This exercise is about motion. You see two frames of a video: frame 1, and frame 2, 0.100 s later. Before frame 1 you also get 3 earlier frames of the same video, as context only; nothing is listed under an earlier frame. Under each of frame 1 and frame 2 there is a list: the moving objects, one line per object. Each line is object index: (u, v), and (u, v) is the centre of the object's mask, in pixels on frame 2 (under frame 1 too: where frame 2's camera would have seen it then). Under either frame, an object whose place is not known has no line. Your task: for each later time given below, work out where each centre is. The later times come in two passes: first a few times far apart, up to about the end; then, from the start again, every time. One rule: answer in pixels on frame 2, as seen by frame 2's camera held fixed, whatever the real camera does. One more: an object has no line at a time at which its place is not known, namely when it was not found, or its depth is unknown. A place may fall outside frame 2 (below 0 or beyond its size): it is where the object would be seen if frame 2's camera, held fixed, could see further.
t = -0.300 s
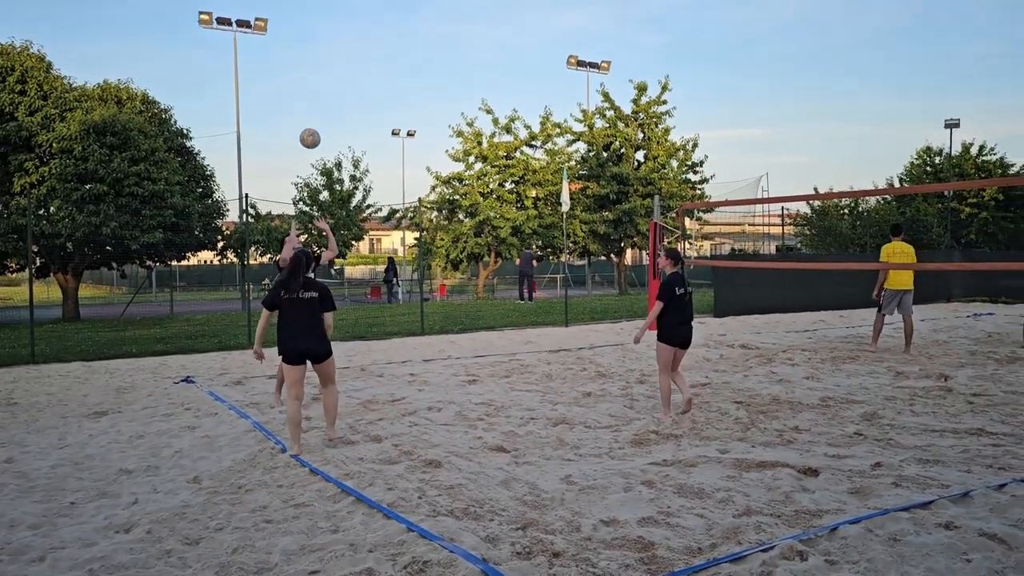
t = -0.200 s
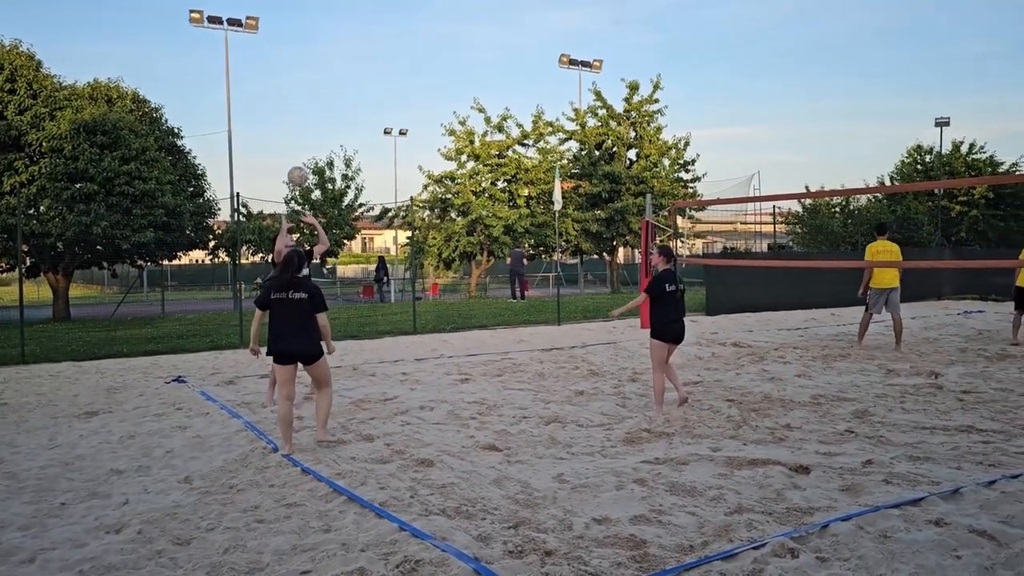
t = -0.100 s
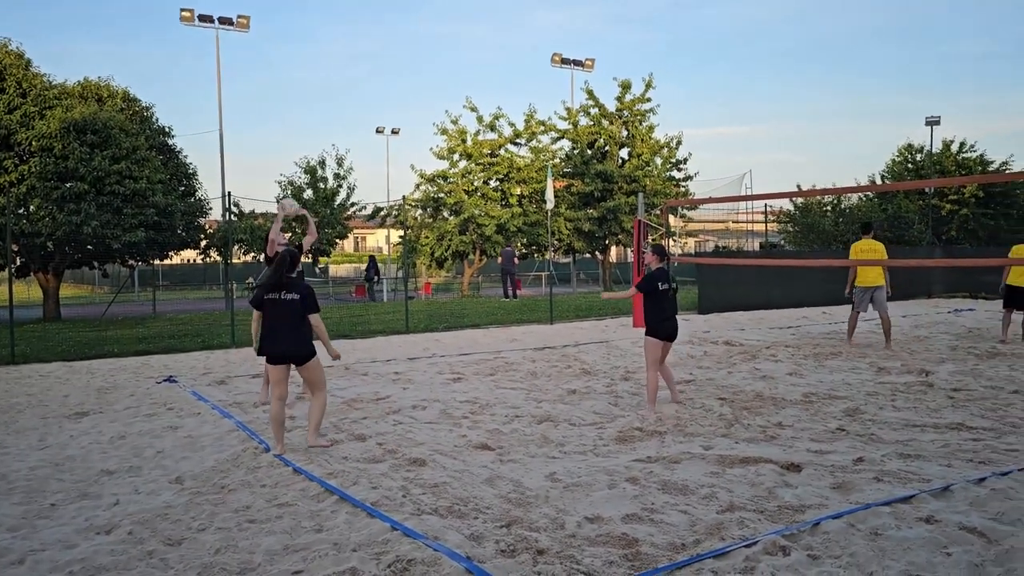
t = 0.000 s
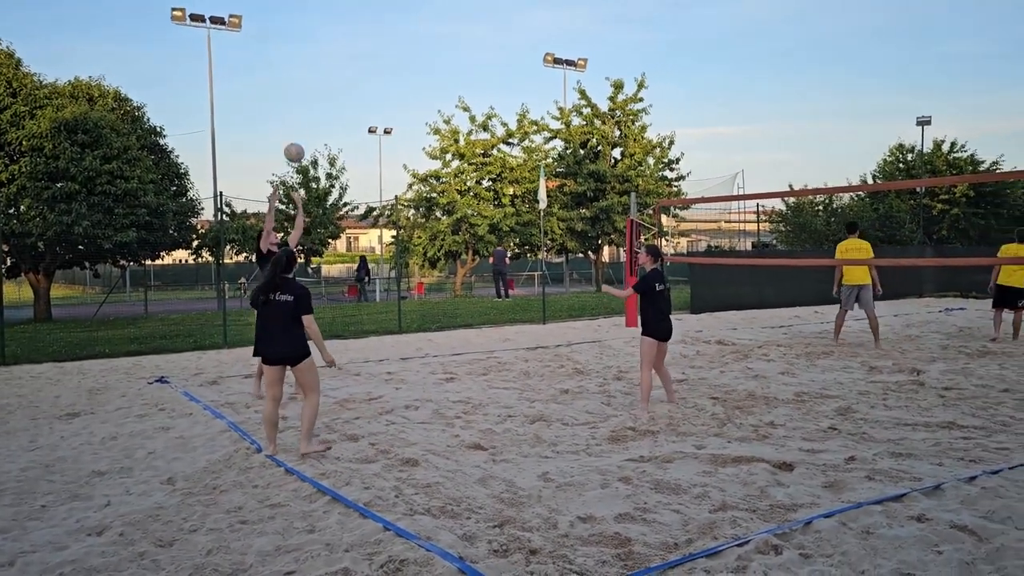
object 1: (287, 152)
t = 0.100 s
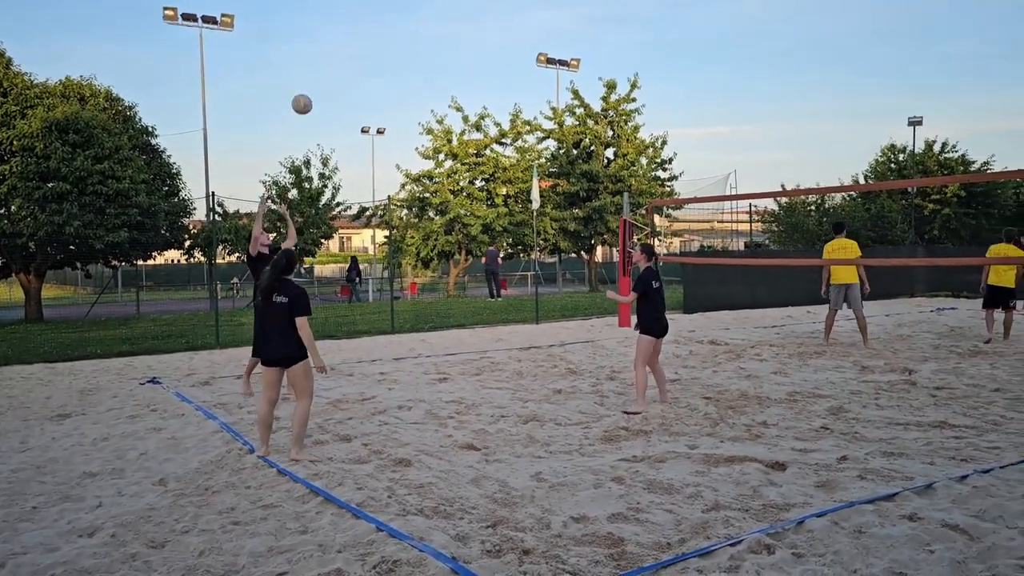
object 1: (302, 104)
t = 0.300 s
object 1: (331, 36)
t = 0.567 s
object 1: (369, 6)
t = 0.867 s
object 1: (412, 55)
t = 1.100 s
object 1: (443, 151)
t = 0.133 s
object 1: (307, 90)
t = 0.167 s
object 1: (311, 77)
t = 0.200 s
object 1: (316, 65)
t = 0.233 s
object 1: (321, 55)
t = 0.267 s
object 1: (326, 45)
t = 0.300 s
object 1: (331, 36)
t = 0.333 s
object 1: (336, 29)
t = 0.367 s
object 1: (340, 22)
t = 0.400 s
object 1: (345, 17)
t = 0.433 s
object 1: (350, 12)
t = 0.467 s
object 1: (355, 9)
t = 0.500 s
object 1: (359, 7)
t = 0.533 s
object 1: (364, 6)
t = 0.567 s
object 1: (369, 6)
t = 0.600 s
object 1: (374, 7)
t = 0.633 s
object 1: (378, 10)
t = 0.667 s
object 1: (383, 13)
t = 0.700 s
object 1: (388, 17)
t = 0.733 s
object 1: (393, 23)
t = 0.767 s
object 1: (397, 29)
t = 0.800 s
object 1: (402, 36)
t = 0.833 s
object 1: (407, 45)
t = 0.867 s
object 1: (412, 55)
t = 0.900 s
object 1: (416, 65)
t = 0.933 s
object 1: (421, 77)
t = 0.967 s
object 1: (425, 90)
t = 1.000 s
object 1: (429, 104)
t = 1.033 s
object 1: (434, 118)
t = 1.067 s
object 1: (438, 135)
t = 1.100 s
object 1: (443, 151)
